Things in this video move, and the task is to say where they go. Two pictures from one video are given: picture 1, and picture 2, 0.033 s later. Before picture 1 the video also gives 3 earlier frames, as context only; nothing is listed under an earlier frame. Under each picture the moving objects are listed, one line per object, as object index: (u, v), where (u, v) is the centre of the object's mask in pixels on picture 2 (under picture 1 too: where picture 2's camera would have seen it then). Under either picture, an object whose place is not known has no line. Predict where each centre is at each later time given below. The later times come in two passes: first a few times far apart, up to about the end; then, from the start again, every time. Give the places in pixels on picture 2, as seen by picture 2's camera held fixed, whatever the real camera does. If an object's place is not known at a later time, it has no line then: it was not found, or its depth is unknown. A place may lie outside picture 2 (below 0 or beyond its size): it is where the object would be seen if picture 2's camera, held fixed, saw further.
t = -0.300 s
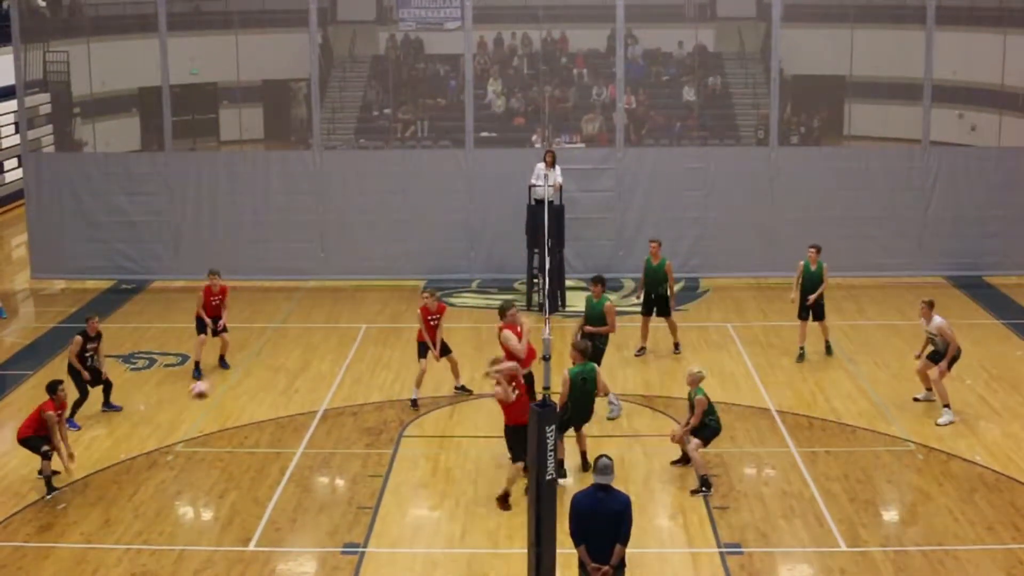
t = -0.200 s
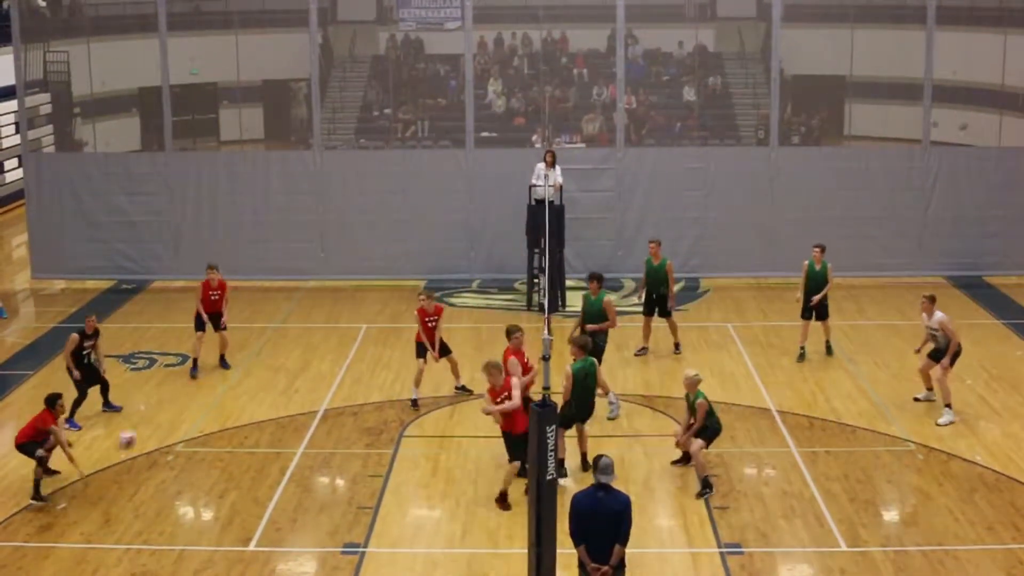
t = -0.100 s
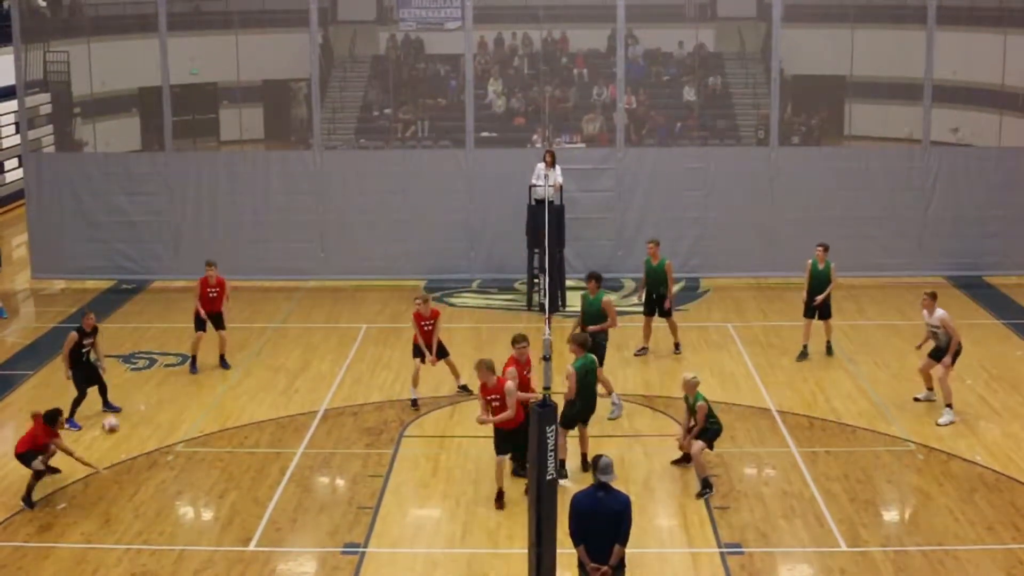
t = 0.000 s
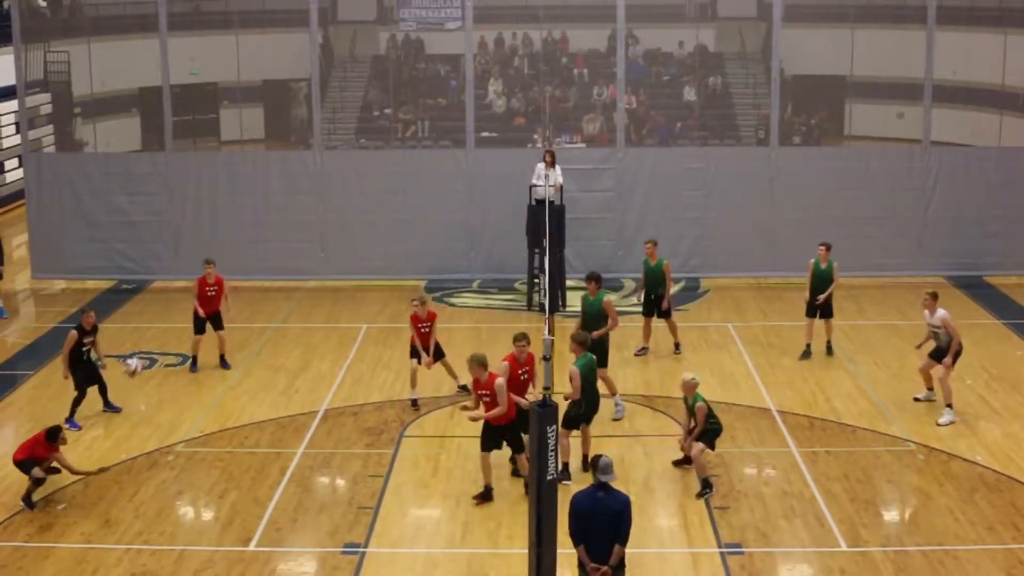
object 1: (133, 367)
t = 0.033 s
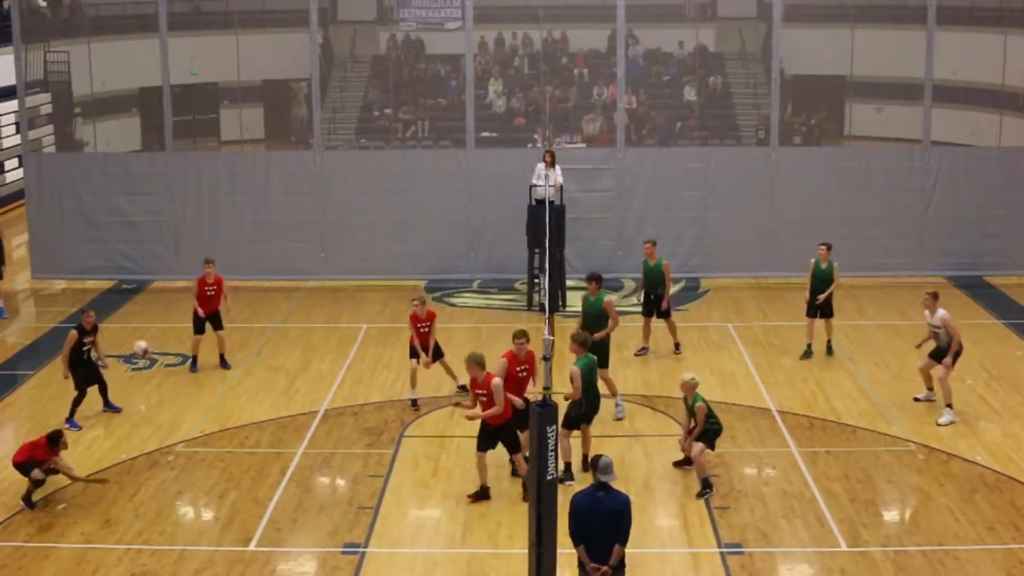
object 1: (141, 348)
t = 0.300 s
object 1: (205, 239)
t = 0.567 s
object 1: (273, 188)
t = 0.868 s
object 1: (351, 210)
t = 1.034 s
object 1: (395, 255)
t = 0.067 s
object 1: (148, 332)
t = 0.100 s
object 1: (157, 315)
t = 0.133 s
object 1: (164, 301)
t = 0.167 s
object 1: (172, 286)
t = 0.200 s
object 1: (183, 272)
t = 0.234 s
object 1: (188, 260)
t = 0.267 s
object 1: (196, 248)
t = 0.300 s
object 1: (205, 239)
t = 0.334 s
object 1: (213, 228)
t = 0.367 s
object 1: (221, 220)
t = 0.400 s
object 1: (229, 212)
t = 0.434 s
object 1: (238, 205)
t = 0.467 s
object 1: (246, 200)
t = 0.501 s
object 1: (255, 195)
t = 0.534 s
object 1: (263, 191)
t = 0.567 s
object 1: (273, 188)
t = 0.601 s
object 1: (279, 186)
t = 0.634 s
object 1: (289, 186)
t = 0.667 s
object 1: (297, 186)
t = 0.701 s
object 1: (306, 187)
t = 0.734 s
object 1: (314, 189)
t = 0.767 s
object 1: (324, 193)
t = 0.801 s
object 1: (333, 197)
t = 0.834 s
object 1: (342, 202)
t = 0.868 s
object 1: (351, 210)
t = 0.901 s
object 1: (358, 215)
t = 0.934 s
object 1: (368, 224)
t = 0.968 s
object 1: (377, 232)
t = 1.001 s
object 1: (387, 243)
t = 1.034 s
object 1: (395, 255)
